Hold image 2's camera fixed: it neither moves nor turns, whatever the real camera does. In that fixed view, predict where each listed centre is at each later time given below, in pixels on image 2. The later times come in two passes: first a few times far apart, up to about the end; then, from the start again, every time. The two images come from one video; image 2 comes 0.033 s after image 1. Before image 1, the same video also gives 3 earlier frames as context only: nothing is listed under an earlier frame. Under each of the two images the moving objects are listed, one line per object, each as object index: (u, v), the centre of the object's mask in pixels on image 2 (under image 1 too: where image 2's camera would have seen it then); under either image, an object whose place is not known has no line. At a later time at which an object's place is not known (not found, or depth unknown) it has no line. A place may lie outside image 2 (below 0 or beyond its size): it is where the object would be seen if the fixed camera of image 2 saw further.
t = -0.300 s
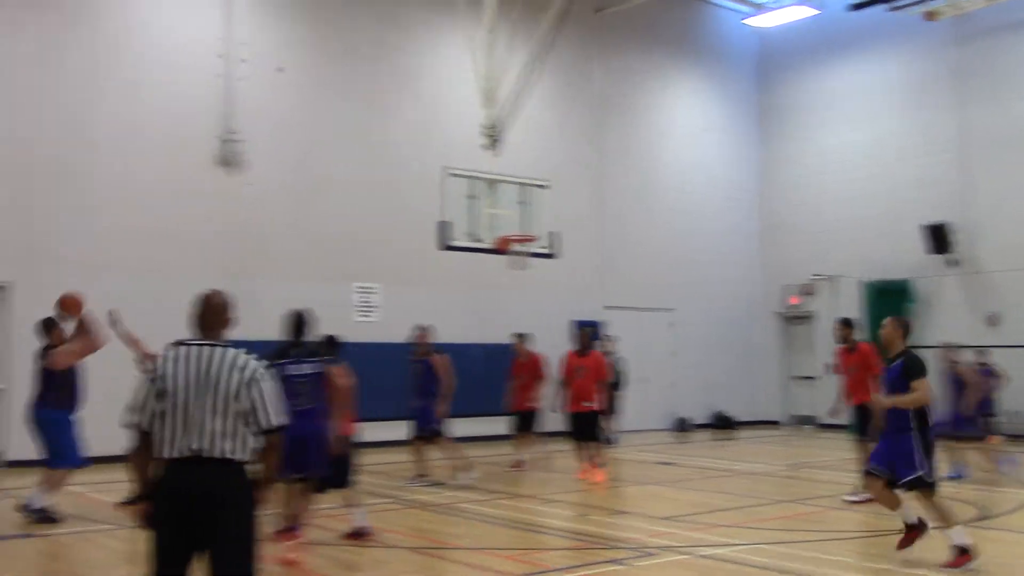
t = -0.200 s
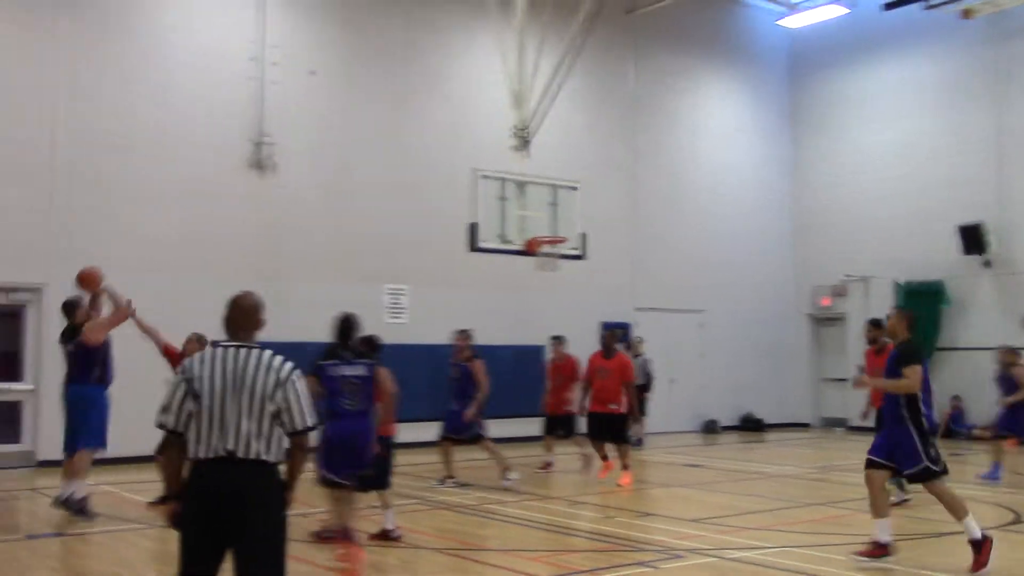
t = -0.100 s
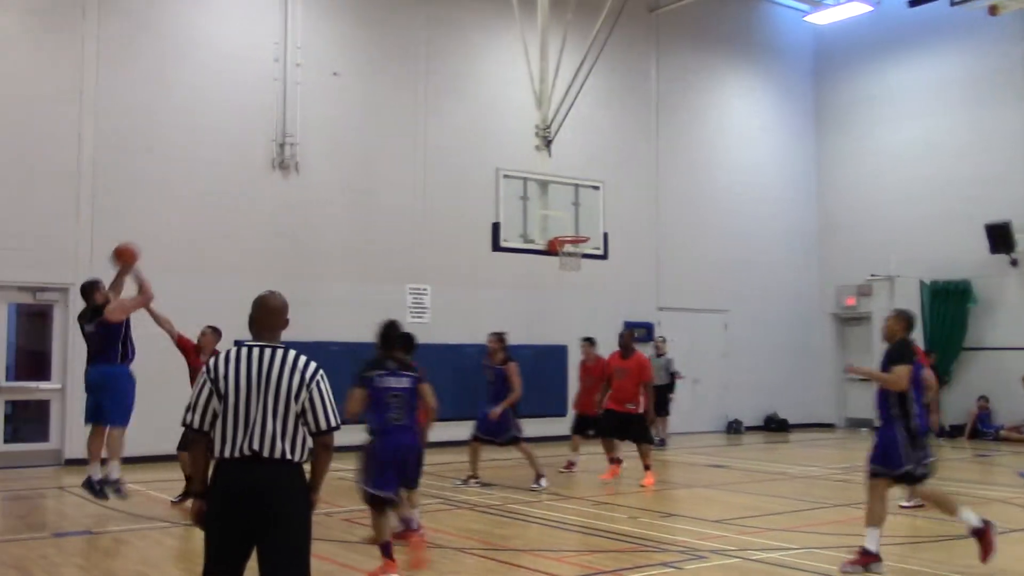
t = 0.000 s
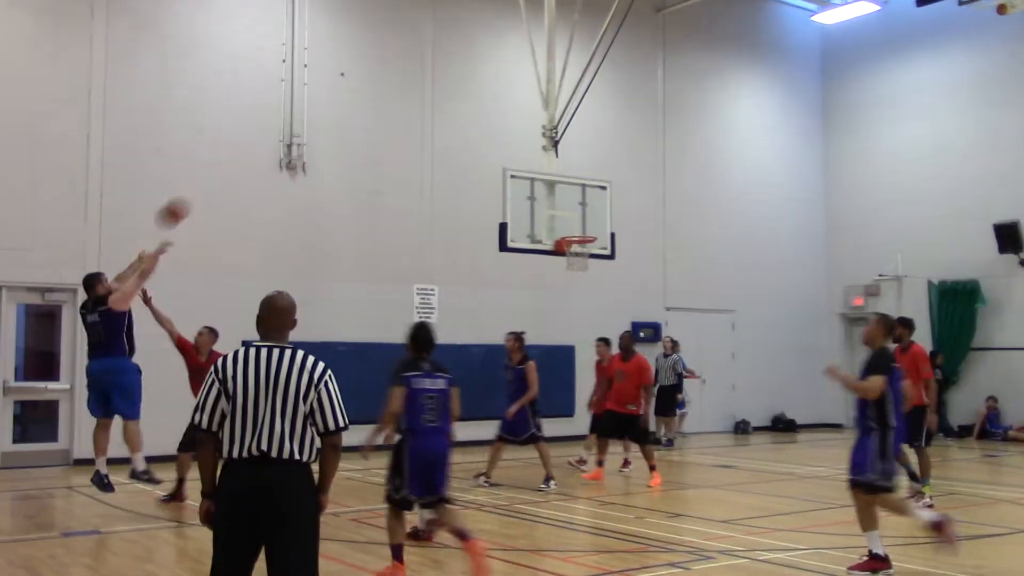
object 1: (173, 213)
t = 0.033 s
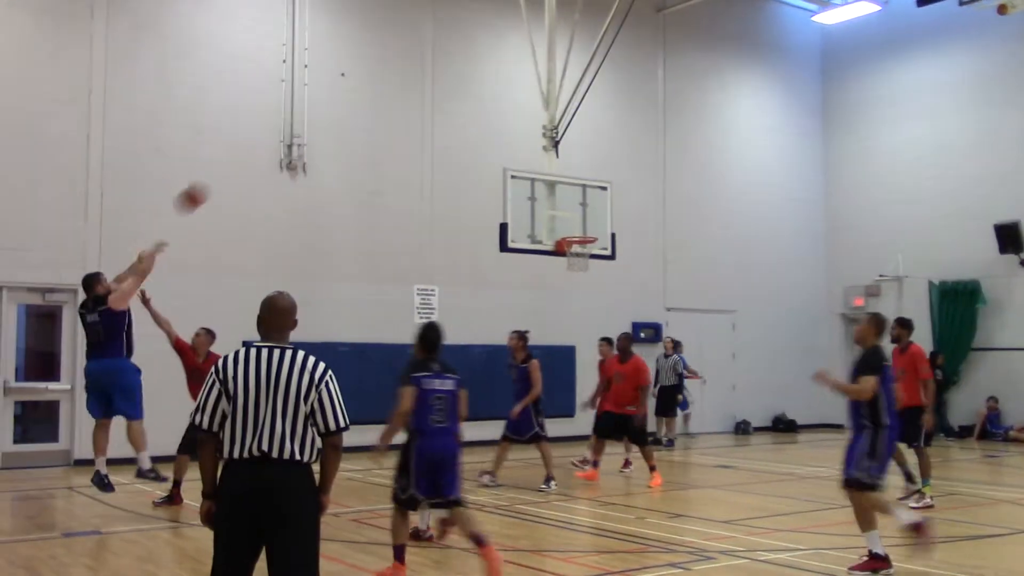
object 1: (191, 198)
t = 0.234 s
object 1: (292, 133)
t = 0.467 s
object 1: (388, 111)
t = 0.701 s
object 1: (471, 132)
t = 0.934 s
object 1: (543, 190)
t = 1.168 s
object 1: (591, 198)
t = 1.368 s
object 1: (615, 152)
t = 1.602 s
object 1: (643, 134)
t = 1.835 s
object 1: (673, 155)
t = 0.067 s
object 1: (209, 184)
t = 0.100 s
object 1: (227, 171)
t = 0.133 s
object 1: (243, 160)
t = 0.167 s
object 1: (260, 150)
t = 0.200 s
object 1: (275, 141)
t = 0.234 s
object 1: (292, 133)
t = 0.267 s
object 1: (307, 127)
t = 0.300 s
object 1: (321, 122)
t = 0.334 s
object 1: (335, 118)
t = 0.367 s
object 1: (349, 114)
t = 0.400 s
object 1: (362, 112)
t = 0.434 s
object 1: (376, 111)
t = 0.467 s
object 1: (388, 111)
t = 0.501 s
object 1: (401, 112)
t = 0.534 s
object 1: (413, 113)
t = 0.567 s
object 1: (426, 115)
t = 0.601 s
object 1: (437, 118)
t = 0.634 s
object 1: (449, 122)
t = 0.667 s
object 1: (460, 126)
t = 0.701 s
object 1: (471, 132)
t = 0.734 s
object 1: (482, 138)
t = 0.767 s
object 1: (493, 145)
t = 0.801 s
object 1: (503, 152)
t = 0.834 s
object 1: (513, 160)
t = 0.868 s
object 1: (523, 169)
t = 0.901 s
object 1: (533, 179)
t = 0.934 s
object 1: (543, 190)
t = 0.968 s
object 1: (553, 200)
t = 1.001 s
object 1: (562, 212)
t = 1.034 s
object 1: (570, 223)
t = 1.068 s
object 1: (579, 230)
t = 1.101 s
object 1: (583, 221)
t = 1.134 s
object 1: (587, 209)
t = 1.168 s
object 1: (591, 198)
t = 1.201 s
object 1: (595, 188)
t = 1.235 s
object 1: (599, 180)
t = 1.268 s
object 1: (603, 172)
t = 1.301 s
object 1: (607, 164)
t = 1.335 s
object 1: (611, 158)
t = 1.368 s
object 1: (615, 152)
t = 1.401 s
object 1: (619, 147)
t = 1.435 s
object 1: (623, 143)
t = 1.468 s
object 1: (627, 140)
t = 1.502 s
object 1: (631, 137)
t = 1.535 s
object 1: (635, 135)
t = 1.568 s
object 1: (639, 134)
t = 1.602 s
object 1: (643, 134)
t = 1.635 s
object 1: (647, 135)
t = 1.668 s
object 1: (651, 136)
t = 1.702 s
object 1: (656, 138)
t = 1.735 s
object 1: (660, 141)
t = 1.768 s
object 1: (664, 145)
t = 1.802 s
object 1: (668, 150)
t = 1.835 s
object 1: (673, 155)
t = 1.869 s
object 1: (677, 162)
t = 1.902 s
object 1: (681, 169)
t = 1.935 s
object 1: (685, 177)
